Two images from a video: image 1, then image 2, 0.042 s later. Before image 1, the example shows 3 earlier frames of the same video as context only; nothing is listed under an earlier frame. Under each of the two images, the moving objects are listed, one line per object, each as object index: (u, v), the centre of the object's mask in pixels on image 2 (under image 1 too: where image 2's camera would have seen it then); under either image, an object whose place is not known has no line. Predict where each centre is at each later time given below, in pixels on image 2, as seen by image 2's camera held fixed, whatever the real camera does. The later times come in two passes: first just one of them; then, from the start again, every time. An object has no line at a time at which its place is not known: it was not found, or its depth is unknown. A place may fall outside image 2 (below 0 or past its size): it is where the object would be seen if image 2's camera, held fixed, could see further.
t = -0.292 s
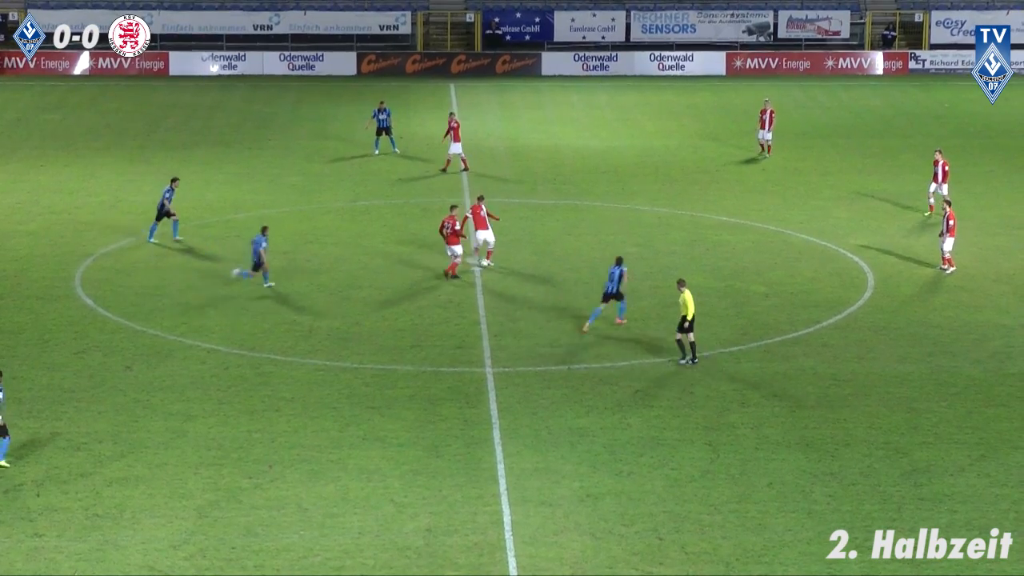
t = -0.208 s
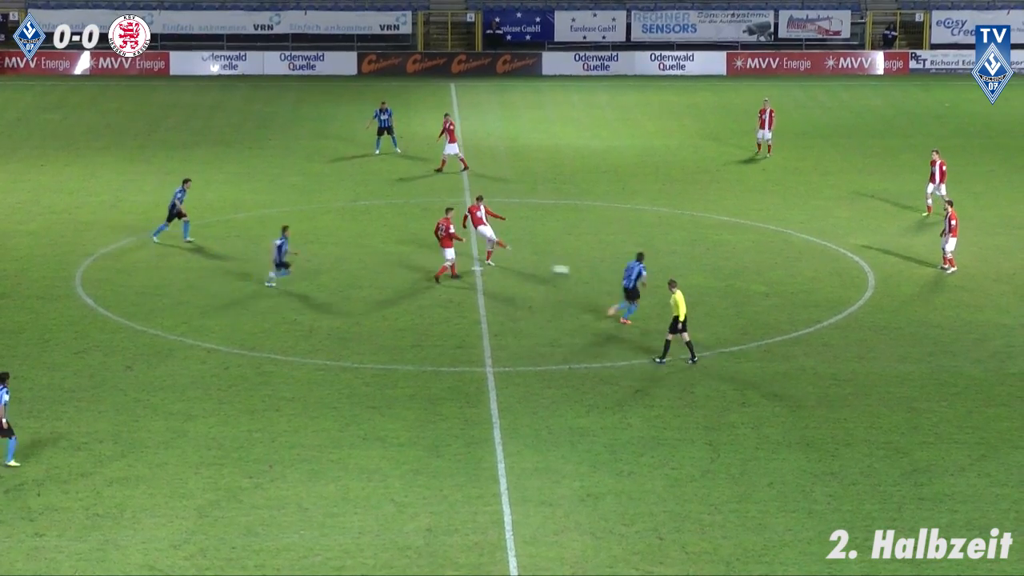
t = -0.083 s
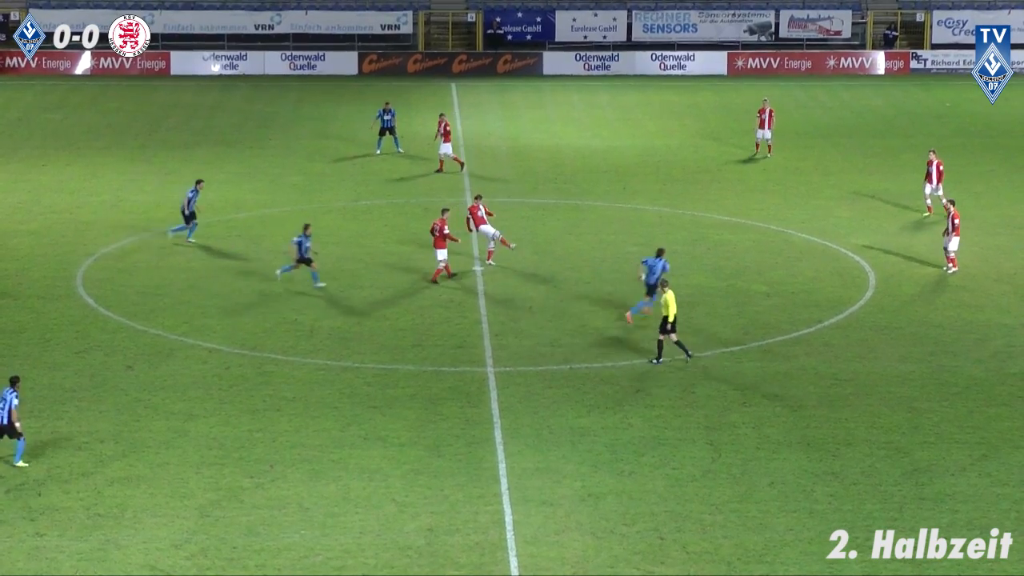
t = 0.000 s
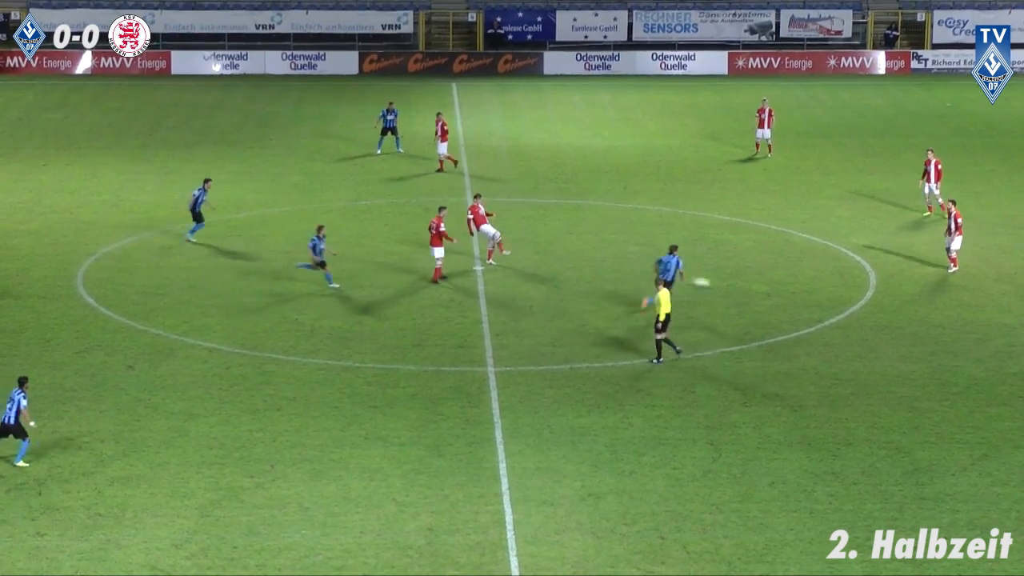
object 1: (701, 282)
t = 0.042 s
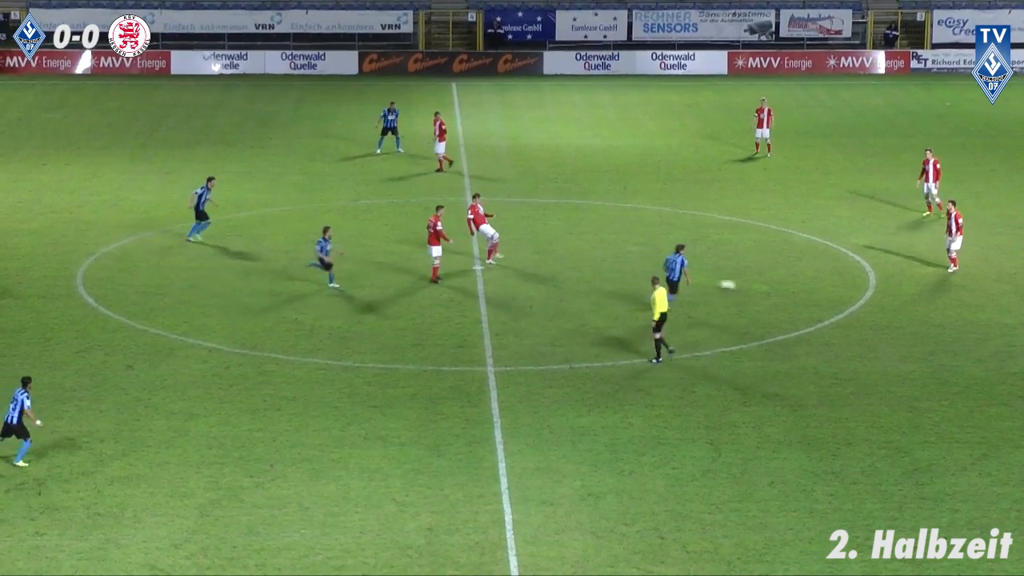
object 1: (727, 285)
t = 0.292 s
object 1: (872, 297)
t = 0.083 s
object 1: (752, 287)
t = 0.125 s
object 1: (778, 290)
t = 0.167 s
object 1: (802, 291)
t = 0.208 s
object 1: (826, 292)
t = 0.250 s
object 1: (849, 294)
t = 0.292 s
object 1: (872, 297)
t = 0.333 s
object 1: (895, 299)
